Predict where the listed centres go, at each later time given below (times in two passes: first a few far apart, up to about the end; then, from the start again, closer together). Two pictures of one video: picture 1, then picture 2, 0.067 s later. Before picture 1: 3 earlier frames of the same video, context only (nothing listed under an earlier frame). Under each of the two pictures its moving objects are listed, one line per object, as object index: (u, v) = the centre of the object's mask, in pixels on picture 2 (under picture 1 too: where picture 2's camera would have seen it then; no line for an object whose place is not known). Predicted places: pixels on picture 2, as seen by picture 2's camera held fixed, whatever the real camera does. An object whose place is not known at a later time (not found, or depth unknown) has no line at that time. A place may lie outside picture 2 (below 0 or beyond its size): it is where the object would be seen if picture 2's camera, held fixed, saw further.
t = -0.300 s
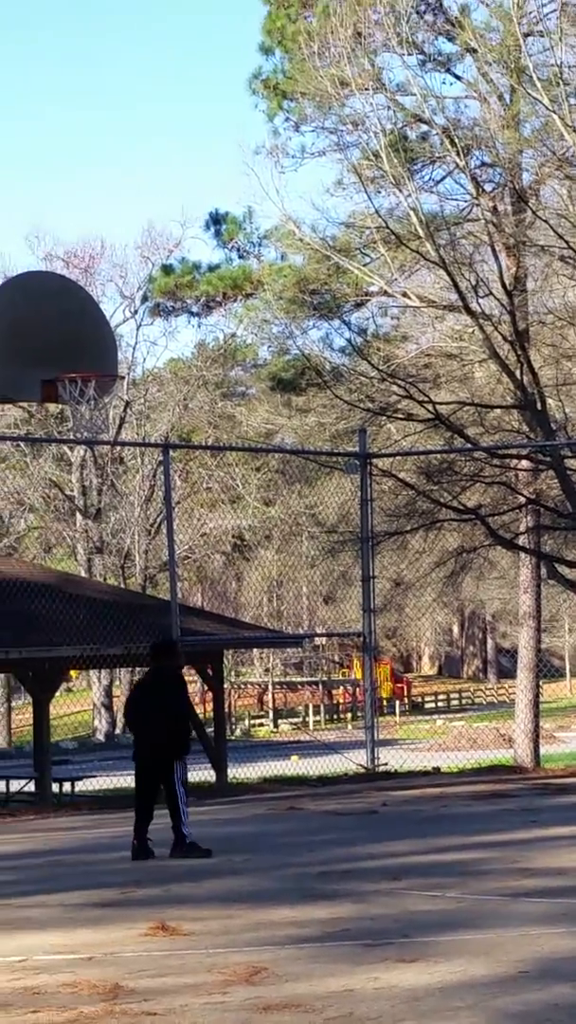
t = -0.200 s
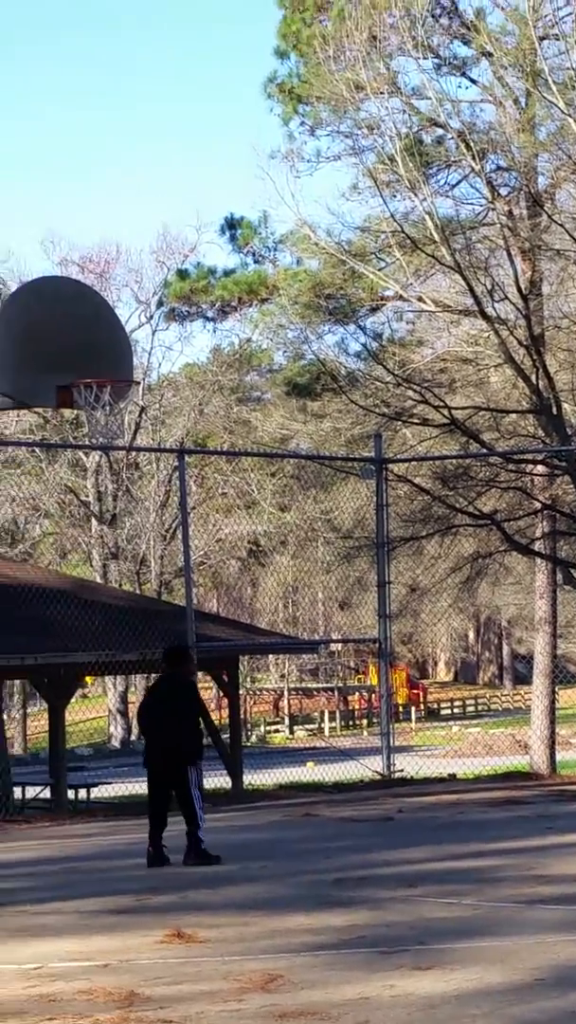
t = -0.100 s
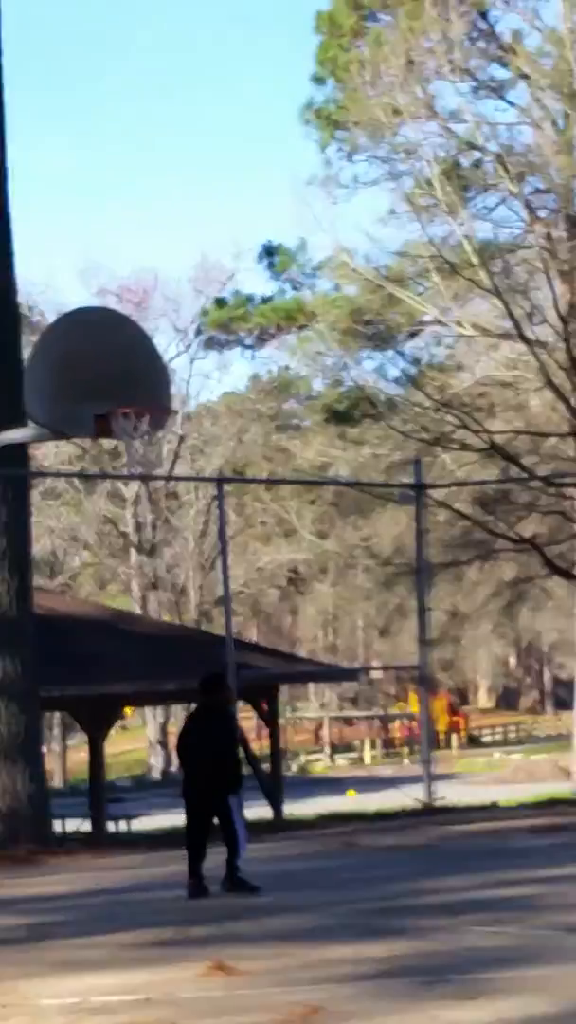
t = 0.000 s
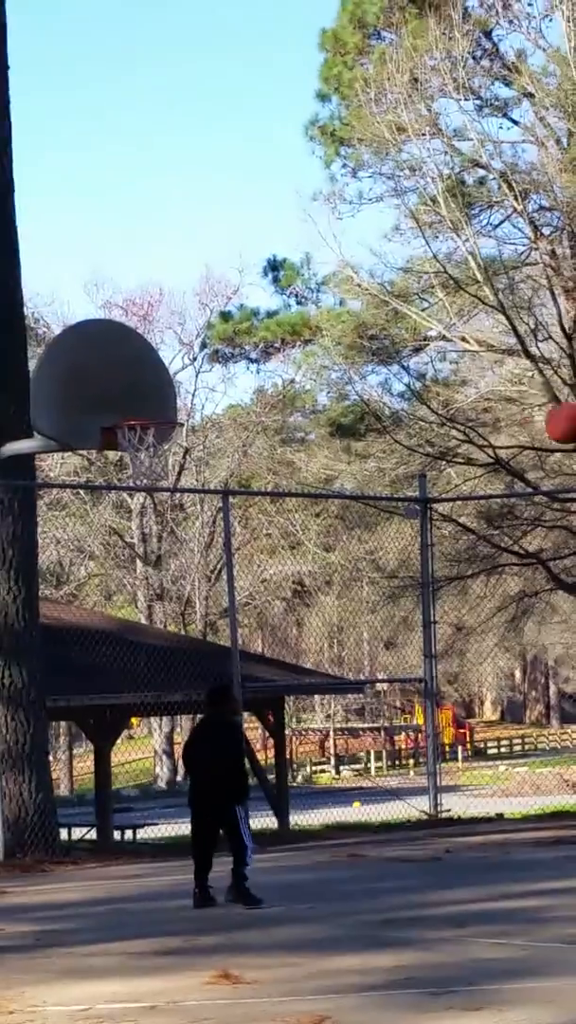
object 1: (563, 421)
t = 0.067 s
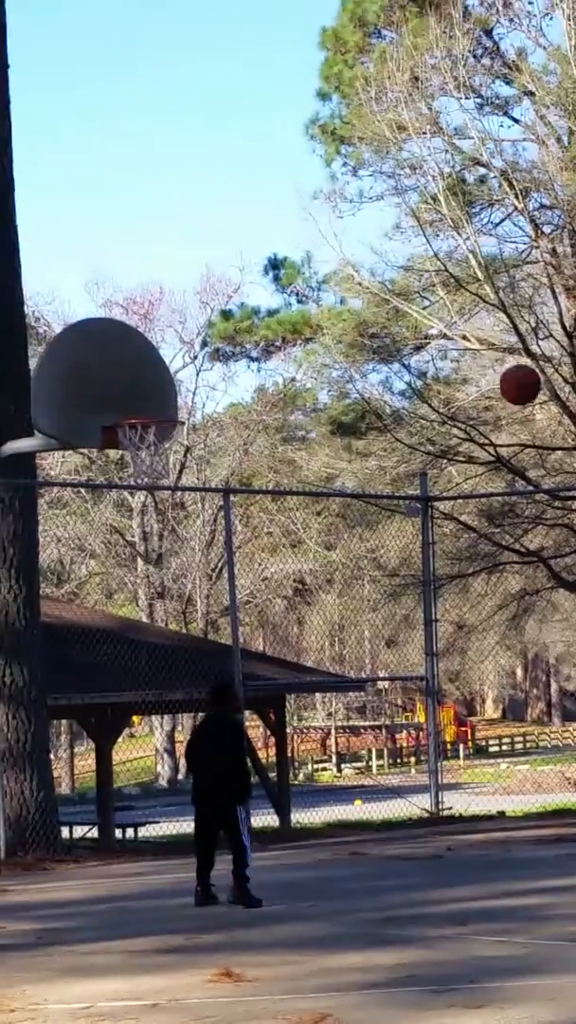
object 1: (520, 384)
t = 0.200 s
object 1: (432, 337)
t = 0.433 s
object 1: (294, 329)
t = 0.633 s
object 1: (189, 388)
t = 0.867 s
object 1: (76, 521)
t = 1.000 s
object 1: (23, 623)
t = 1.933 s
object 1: (-122, 665)
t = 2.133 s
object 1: (-126, 735)
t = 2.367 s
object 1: (-127, 869)
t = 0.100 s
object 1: (497, 369)
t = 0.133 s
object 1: (475, 356)
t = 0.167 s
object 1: (453, 346)
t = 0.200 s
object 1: (432, 337)
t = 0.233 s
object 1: (411, 331)
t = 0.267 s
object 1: (390, 326)
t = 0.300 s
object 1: (371, 323)
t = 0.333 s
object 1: (351, 322)
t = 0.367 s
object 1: (332, 323)
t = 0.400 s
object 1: (313, 325)
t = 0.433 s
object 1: (294, 329)
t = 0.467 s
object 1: (275, 335)
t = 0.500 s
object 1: (257, 343)
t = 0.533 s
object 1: (240, 351)
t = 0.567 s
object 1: (223, 362)
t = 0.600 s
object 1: (206, 374)
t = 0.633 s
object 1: (189, 388)
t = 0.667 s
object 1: (172, 404)
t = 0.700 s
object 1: (153, 419)
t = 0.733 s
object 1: (139, 437)
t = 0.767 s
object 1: (123, 456)
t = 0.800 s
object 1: (107, 476)
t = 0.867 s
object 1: (76, 521)
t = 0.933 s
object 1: (46, 572)
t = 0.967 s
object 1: (31, 597)
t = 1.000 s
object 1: (23, 623)
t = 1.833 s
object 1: (-113, 649)
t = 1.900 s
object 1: (-123, 660)
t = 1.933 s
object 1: (-122, 665)
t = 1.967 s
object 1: (-123, 672)
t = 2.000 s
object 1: (-122, 681)
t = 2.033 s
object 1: (-123, 691)
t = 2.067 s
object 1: (-124, 704)
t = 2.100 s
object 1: (-123, 718)
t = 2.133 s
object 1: (-126, 735)
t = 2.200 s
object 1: (-125, 772)
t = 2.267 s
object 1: (-124, 814)
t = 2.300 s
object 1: (-126, 838)
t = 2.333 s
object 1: (-125, 862)
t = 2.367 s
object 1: (-127, 869)
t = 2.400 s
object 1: (-131, 853)
